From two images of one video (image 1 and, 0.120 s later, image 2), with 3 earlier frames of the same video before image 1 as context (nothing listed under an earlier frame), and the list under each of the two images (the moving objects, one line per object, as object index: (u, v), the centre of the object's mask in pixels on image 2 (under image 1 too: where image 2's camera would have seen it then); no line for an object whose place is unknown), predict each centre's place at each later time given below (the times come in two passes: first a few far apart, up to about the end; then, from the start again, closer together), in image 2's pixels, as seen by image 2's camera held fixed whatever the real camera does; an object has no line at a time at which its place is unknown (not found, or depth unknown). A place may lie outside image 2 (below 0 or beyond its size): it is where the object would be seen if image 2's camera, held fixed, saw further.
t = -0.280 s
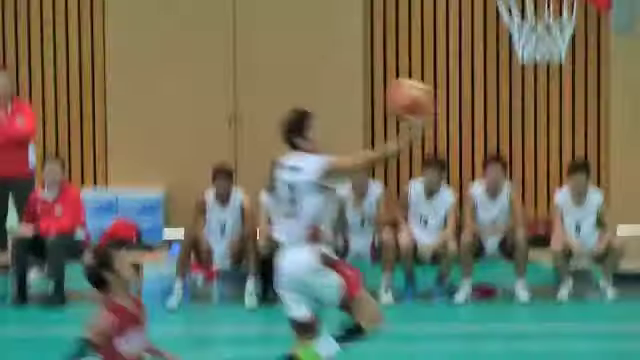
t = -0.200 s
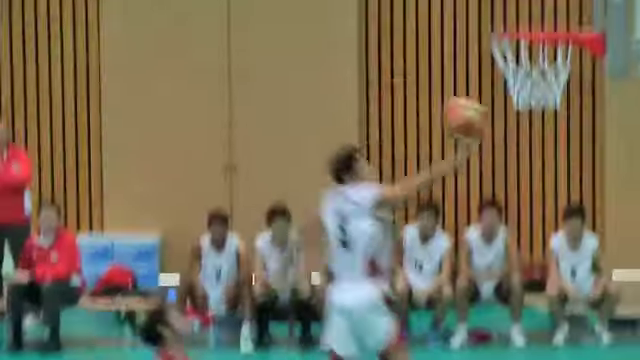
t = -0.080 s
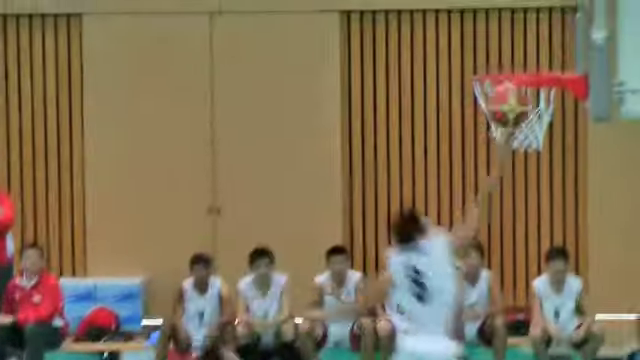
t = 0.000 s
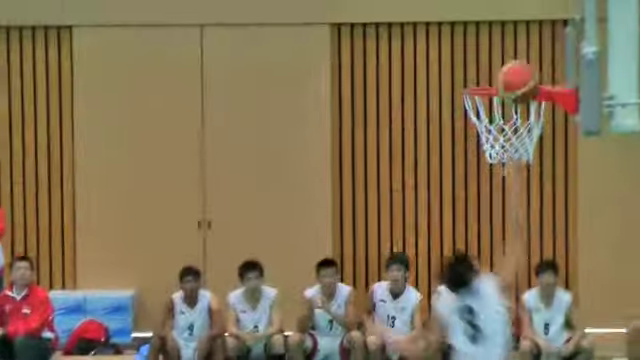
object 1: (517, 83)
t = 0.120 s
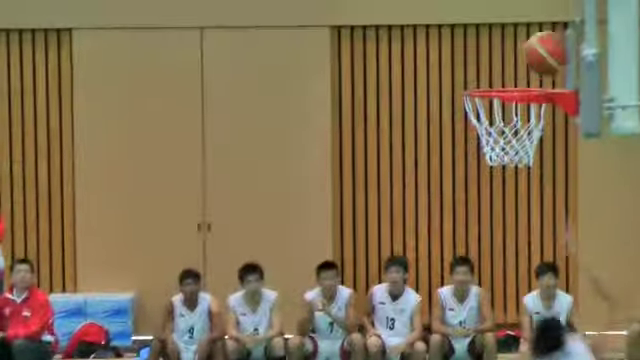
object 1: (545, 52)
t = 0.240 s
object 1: (545, 39)
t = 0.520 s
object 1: (494, 81)
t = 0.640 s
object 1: (515, 125)
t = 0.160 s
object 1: (554, 48)
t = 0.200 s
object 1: (552, 43)
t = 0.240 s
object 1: (545, 39)
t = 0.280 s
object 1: (535, 38)
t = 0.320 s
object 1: (525, 40)
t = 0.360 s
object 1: (517, 45)
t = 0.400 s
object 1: (508, 53)
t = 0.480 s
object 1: (492, 76)
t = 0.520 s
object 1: (494, 81)
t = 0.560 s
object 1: (500, 101)
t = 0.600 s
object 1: (508, 116)
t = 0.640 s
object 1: (515, 125)
